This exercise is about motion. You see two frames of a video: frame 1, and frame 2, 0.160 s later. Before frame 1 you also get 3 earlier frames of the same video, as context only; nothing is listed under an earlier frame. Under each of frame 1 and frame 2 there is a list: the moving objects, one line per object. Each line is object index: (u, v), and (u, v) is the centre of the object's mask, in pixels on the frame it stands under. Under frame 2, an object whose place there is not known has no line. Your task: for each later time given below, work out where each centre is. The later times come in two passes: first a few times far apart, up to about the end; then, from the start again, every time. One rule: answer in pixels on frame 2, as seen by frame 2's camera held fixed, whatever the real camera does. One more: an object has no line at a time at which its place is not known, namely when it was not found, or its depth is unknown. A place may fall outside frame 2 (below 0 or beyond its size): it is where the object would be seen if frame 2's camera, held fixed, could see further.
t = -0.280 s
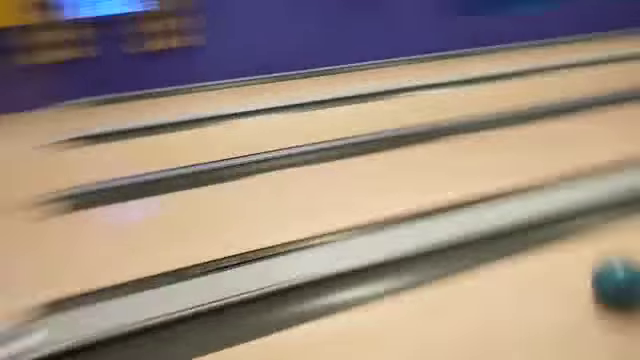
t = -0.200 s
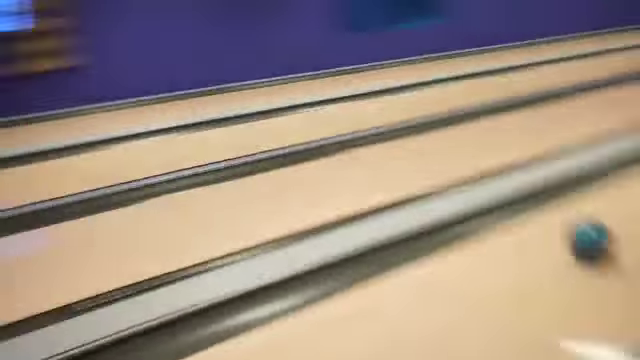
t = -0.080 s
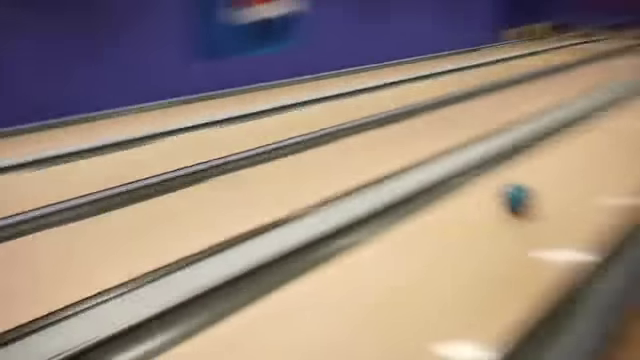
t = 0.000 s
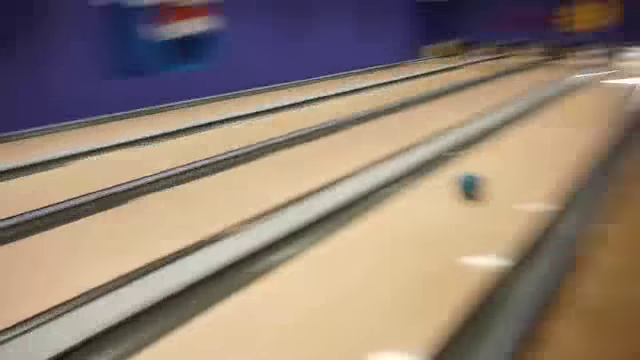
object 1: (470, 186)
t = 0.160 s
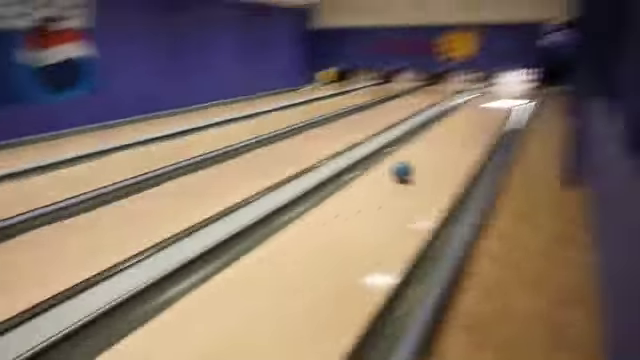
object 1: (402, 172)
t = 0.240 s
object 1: (415, 160)
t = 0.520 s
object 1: (450, 131)
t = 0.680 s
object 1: (462, 119)
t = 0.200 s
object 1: (408, 166)
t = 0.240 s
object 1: (415, 160)
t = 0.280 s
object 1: (421, 155)
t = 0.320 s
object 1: (427, 150)
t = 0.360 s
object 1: (432, 145)
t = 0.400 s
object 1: (437, 141)
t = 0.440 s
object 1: (442, 138)
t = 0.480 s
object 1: (446, 134)
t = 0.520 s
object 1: (450, 131)
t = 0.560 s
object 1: (453, 127)
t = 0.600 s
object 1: (457, 124)
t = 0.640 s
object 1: (460, 121)
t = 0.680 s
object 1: (462, 119)
